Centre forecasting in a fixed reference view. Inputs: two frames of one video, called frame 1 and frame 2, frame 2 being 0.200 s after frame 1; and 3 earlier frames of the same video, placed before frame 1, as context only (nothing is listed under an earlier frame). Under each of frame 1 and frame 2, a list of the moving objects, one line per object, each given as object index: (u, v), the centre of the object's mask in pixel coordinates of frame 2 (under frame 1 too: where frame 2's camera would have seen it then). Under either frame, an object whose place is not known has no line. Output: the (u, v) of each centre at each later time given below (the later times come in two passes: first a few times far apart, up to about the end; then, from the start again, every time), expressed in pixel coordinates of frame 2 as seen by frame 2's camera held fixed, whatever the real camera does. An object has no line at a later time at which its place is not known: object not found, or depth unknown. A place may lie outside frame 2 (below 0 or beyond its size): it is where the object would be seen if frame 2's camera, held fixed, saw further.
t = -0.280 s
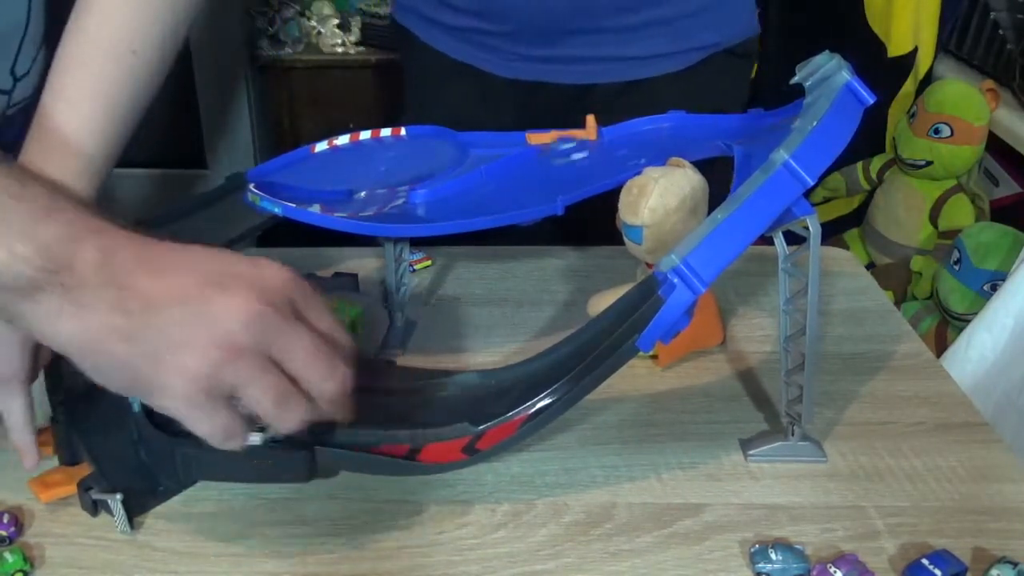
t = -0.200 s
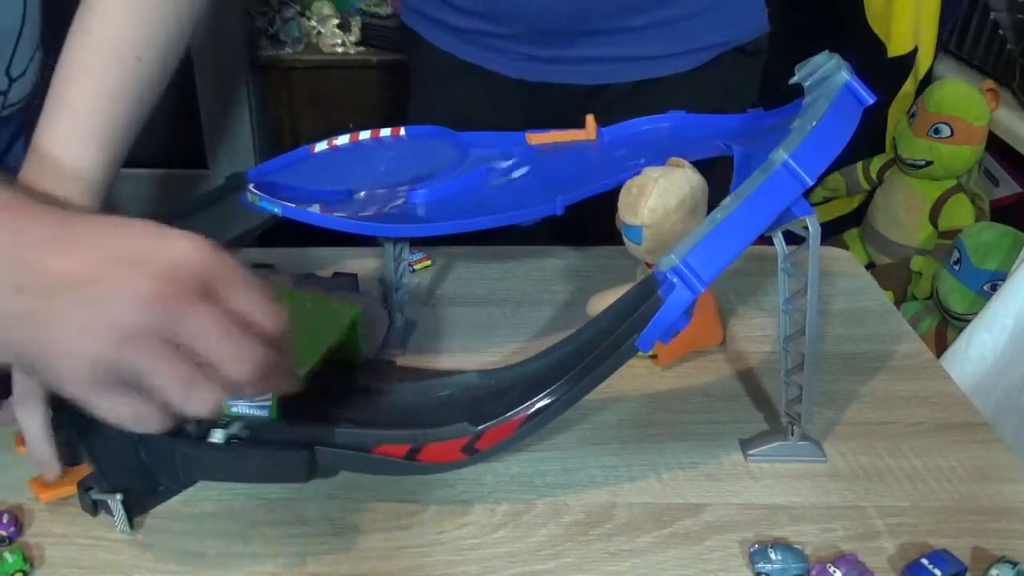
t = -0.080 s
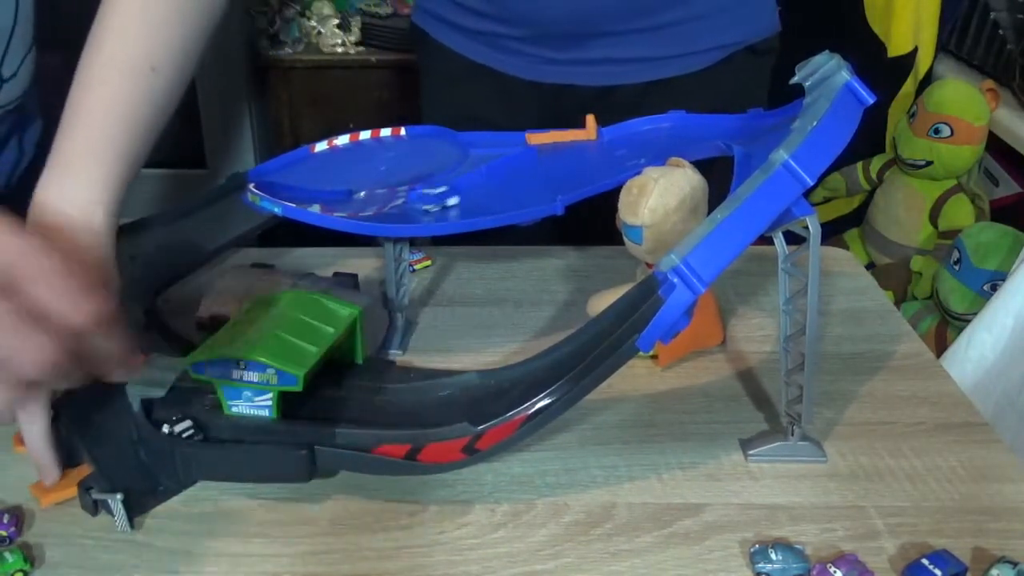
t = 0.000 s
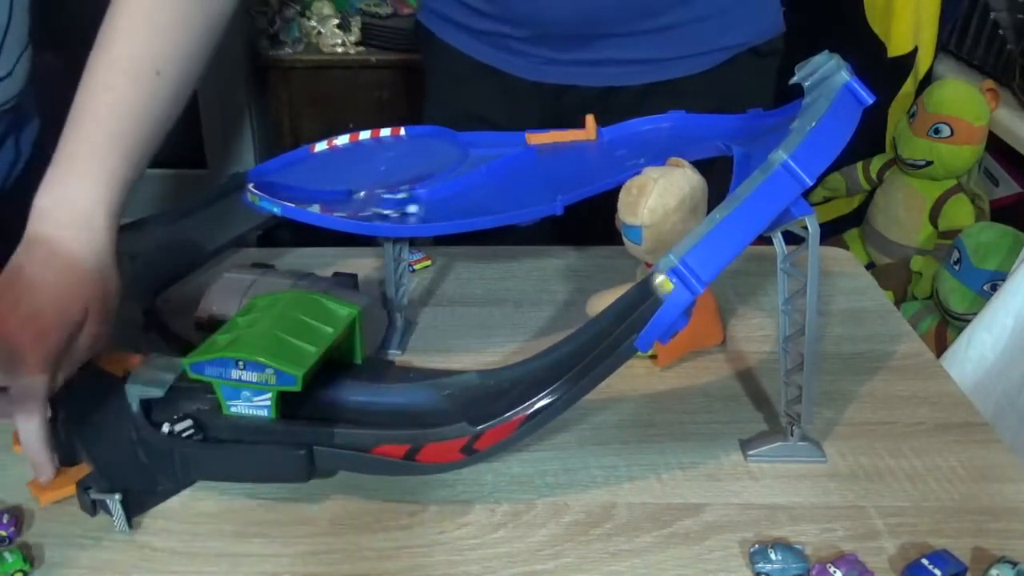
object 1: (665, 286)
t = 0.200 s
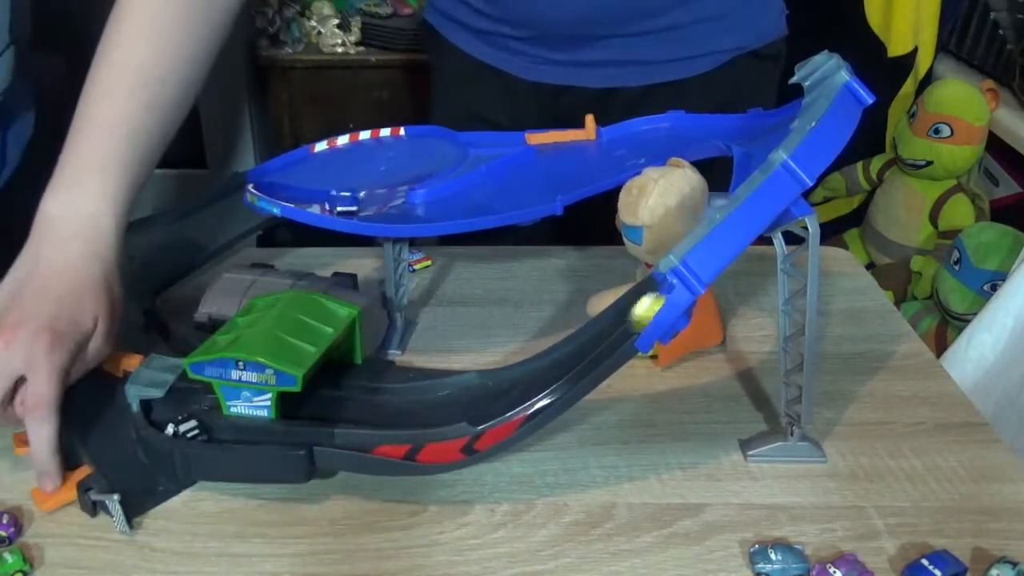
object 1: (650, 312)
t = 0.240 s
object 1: (629, 330)
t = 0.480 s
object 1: (399, 449)
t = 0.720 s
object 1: (272, 434)
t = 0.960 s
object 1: (186, 428)
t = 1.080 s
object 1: (177, 427)
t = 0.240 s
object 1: (629, 330)
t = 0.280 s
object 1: (595, 349)
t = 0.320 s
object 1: (554, 385)
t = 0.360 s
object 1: (504, 418)
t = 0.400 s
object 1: (459, 432)
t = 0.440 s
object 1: (429, 448)
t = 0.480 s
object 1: (399, 449)
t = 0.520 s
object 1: (373, 446)
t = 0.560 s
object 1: (353, 442)
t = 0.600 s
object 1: (330, 438)
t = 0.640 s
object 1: (310, 434)
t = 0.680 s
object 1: (292, 434)
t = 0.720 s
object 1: (272, 434)
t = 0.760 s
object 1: (250, 434)
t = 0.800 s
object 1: (224, 433)
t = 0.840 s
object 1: (205, 432)
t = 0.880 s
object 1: (196, 431)
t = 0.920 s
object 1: (190, 429)
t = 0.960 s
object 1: (186, 428)
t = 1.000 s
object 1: (179, 425)
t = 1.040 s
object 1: (177, 427)
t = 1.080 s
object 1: (177, 427)
